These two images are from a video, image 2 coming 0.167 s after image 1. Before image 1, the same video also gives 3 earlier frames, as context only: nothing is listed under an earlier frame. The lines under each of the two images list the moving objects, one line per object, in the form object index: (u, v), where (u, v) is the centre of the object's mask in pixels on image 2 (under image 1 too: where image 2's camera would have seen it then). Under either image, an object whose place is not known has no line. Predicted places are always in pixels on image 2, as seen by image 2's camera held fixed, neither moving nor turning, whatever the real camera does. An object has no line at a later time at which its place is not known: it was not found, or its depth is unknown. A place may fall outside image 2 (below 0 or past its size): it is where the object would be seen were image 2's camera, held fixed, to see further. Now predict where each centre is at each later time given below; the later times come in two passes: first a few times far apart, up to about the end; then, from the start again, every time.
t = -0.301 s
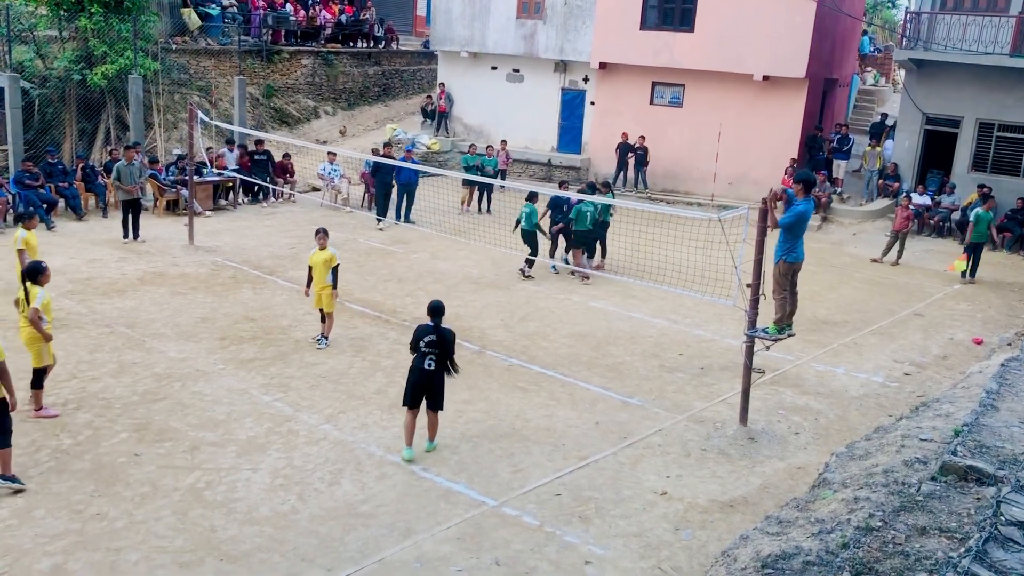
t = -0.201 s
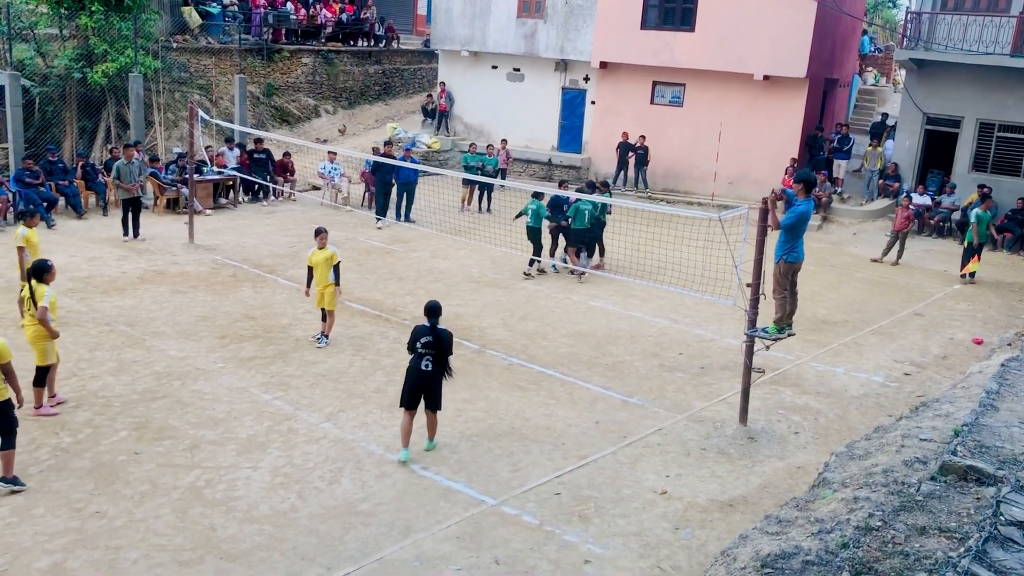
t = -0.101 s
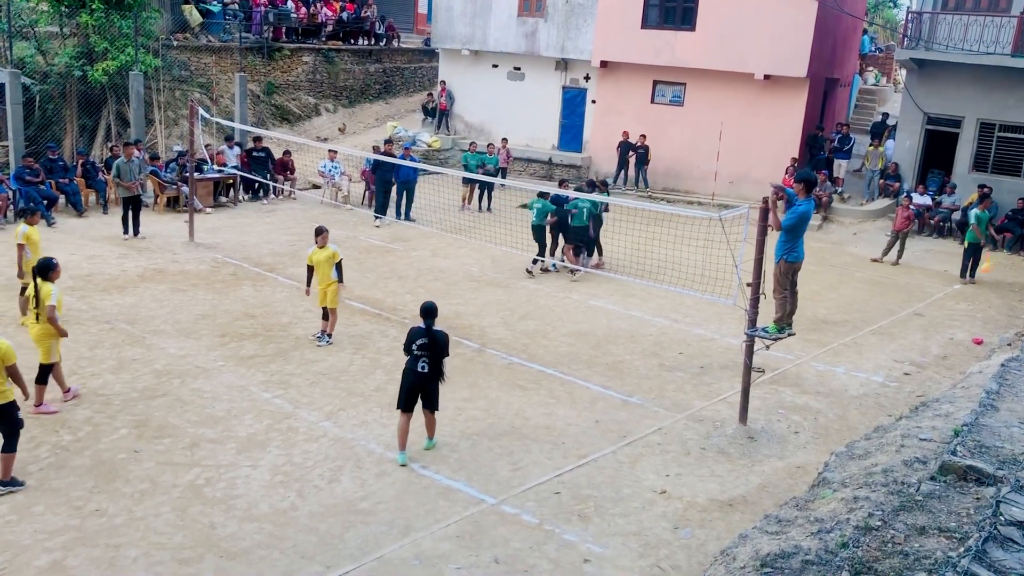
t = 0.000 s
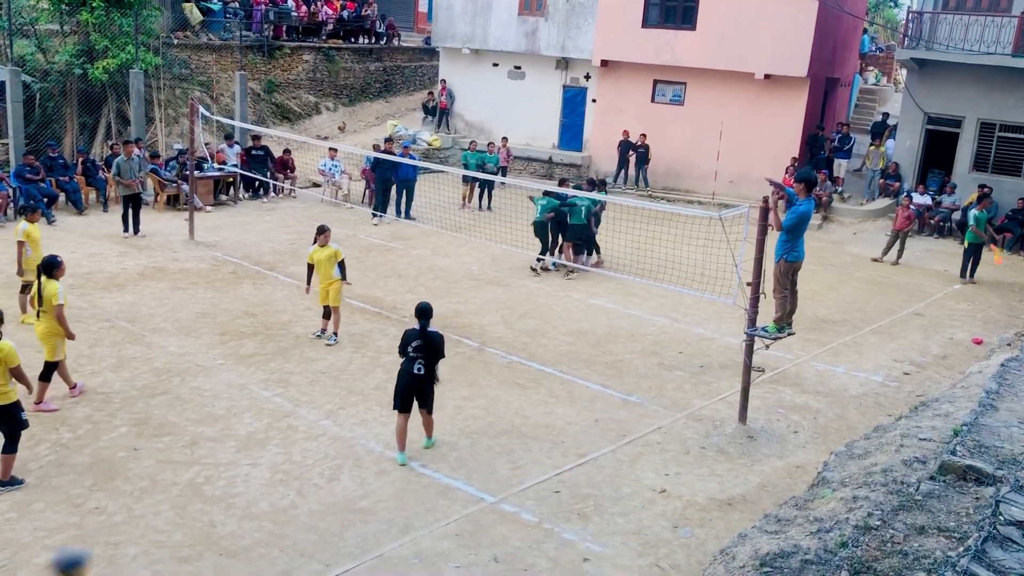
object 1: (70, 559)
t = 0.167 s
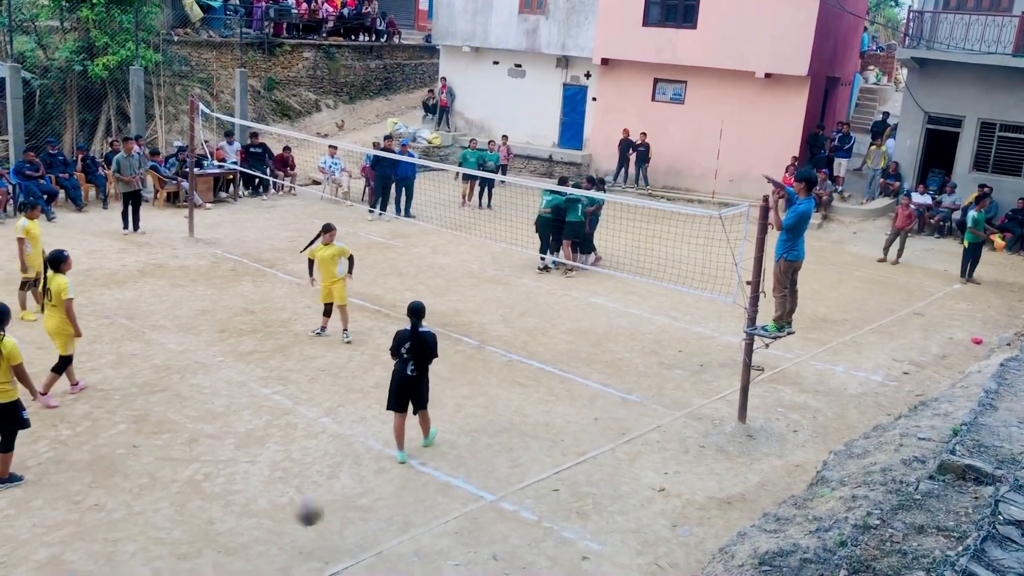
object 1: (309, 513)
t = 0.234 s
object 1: (378, 508)
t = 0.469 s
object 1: (511, 409)
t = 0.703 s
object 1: (599, 371)
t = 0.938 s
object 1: (661, 385)
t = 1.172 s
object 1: (725, 329)
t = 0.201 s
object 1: (345, 509)
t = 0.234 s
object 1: (378, 508)
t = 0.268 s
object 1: (407, 505)
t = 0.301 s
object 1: (427, 484)
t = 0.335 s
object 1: (446, 464)
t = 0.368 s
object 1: (463, 447)
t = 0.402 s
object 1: (480, 433)
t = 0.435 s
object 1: (496, 419)
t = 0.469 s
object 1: (511, 409)
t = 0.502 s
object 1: (525, 400)
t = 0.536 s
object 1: (540, 390)
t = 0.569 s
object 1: (553, 386)
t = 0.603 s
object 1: (565, 379)
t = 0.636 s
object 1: (577, 374)
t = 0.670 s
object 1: (588, 373)
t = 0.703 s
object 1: (599, 371)
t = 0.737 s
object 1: (609, 370)
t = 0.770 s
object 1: (618, 370)
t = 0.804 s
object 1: (628, 372)
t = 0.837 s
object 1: (637, 376)
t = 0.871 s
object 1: (644, 379)
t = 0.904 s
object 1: (653, 383)
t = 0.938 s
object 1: (661, 385)
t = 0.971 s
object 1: (671, 371)
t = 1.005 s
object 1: (682, 360)
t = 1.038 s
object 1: (690, 353)
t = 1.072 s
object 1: (699, 345)
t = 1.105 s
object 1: (708, 338)
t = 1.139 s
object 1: (716, 333)
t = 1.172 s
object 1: (725, 329)
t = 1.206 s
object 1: (733, 325)
